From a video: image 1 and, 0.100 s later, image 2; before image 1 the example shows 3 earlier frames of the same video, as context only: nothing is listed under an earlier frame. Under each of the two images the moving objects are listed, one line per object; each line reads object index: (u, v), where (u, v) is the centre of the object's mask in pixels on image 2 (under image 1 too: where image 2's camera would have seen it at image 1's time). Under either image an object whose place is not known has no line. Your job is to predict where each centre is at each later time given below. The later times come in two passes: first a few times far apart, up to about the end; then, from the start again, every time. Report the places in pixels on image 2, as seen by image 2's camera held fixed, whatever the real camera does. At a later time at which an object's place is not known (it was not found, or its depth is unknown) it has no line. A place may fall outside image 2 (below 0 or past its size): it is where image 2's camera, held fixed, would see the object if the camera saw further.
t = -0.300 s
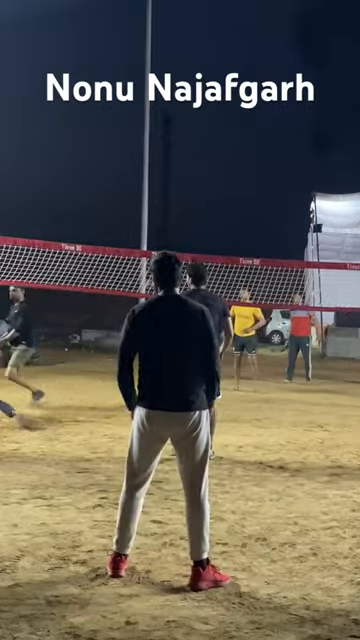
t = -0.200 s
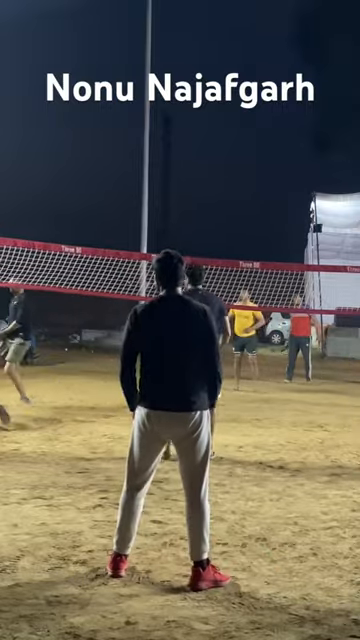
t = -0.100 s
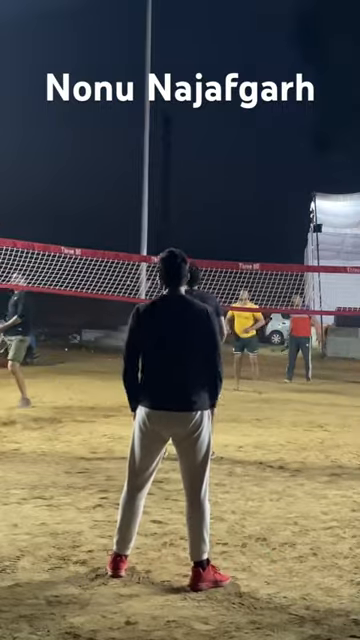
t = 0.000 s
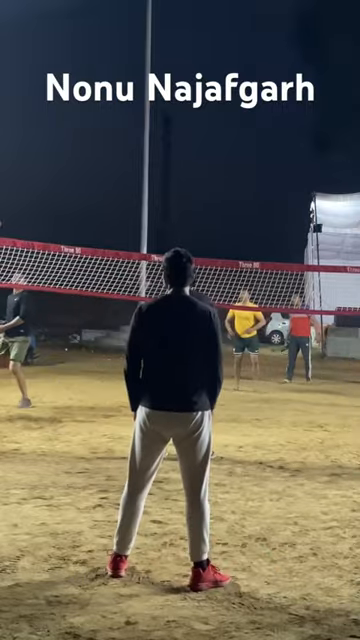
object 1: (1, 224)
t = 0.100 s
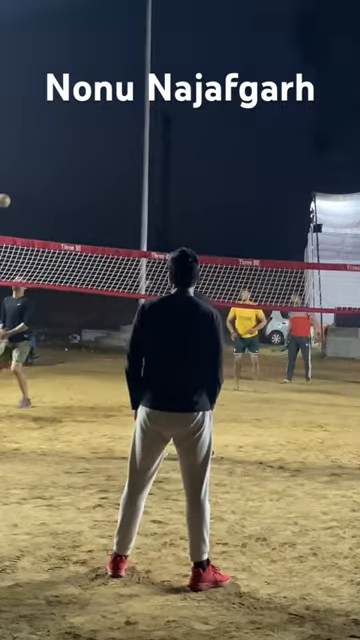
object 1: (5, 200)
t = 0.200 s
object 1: (13, 185)
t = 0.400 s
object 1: (32, 178)
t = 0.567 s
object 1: (47, 197)
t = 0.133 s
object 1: (7, 195)
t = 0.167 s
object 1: (9, 190)
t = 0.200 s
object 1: (13, 185)
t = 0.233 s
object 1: (16, 182)
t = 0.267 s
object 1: (19, 180)
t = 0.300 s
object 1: (23, 178)
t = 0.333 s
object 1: (26, 177)
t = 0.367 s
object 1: (29, 177)
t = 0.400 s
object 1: (32, 178)
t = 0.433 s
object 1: (35, 180)
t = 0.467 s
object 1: (38, 183)
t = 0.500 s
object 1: (42, 187)
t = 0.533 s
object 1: (44, 192)
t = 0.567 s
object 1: (47, 197)
